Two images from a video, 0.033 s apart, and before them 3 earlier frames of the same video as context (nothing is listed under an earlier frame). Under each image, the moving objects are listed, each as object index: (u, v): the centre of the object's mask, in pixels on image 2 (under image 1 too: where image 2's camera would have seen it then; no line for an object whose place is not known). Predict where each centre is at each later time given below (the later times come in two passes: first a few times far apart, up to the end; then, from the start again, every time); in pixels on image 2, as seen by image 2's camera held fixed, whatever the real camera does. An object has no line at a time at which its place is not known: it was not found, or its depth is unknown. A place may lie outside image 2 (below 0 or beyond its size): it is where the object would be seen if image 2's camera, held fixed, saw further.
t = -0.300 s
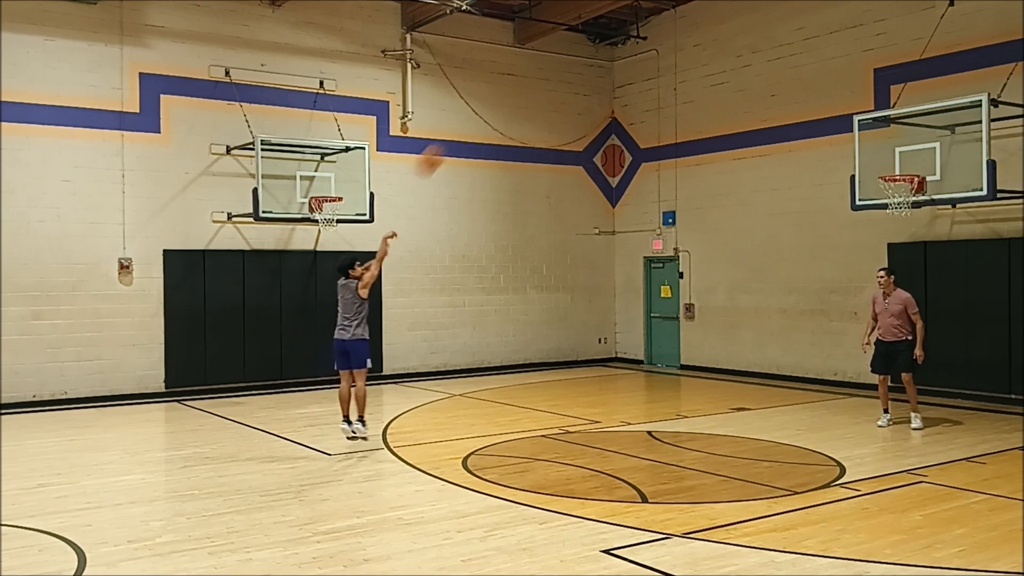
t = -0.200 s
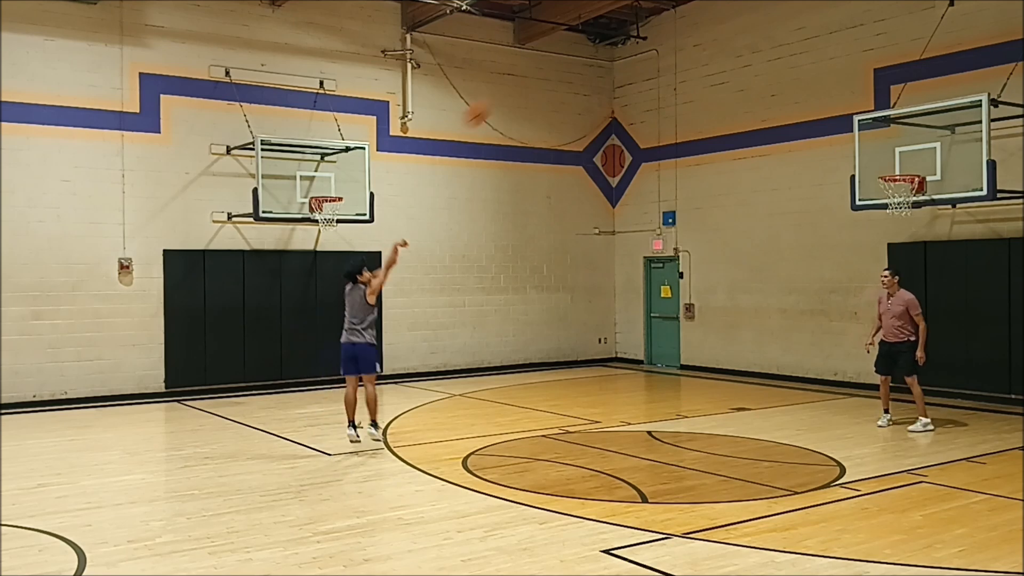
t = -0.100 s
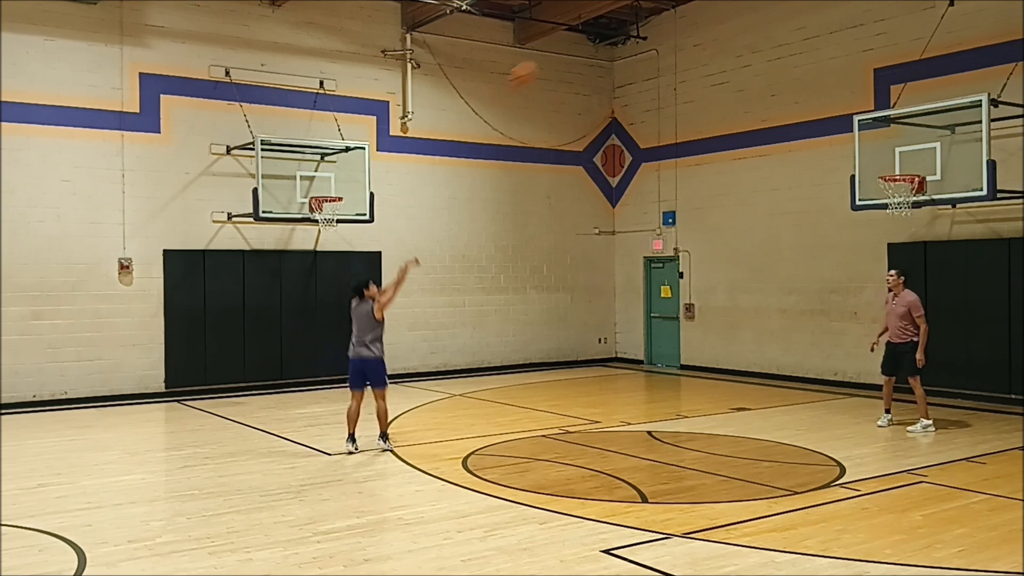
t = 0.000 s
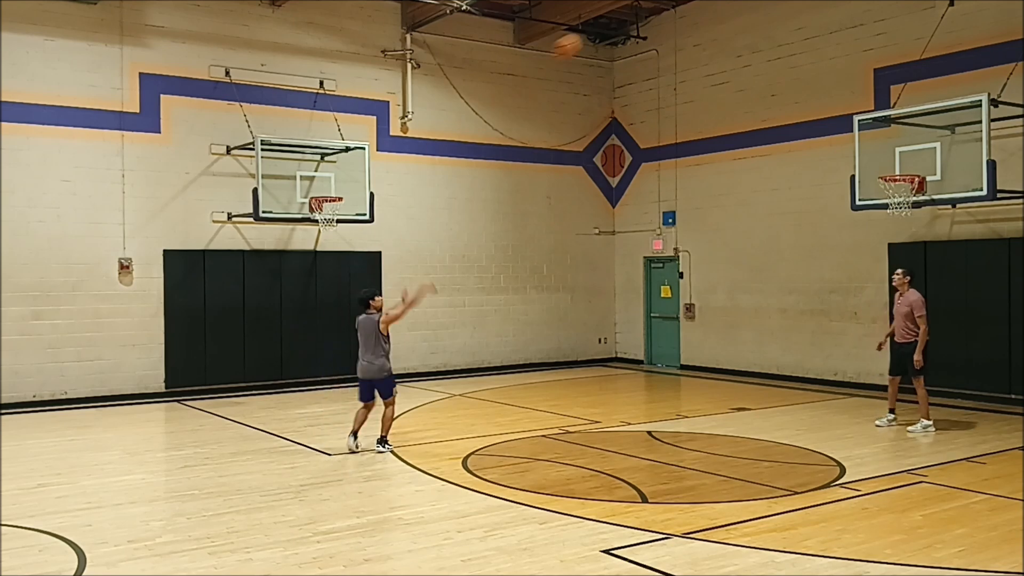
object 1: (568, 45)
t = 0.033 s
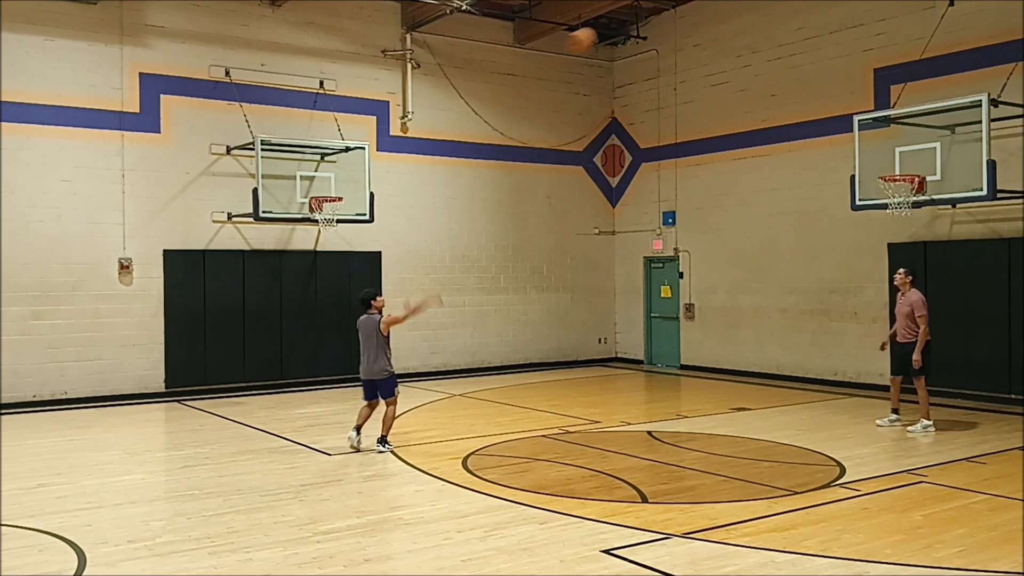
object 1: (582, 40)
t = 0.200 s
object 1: (651, 17)
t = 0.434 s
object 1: (740, 30)
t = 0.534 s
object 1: (776, 50)
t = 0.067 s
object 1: (596, 34)
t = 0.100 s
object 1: (610, 30)
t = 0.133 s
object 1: (623, 26)
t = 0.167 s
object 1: (637, 22)
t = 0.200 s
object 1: (651, 17)
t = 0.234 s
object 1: (665, 16)
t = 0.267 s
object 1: (679, 15)
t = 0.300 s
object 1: (691, 16)
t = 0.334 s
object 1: (703, 19)
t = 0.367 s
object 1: (715, 22)
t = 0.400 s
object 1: (728, 25)
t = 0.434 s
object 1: (740, 30)
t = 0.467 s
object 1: (753, 36)
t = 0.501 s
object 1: (765, 43)
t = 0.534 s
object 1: (776, 50)
